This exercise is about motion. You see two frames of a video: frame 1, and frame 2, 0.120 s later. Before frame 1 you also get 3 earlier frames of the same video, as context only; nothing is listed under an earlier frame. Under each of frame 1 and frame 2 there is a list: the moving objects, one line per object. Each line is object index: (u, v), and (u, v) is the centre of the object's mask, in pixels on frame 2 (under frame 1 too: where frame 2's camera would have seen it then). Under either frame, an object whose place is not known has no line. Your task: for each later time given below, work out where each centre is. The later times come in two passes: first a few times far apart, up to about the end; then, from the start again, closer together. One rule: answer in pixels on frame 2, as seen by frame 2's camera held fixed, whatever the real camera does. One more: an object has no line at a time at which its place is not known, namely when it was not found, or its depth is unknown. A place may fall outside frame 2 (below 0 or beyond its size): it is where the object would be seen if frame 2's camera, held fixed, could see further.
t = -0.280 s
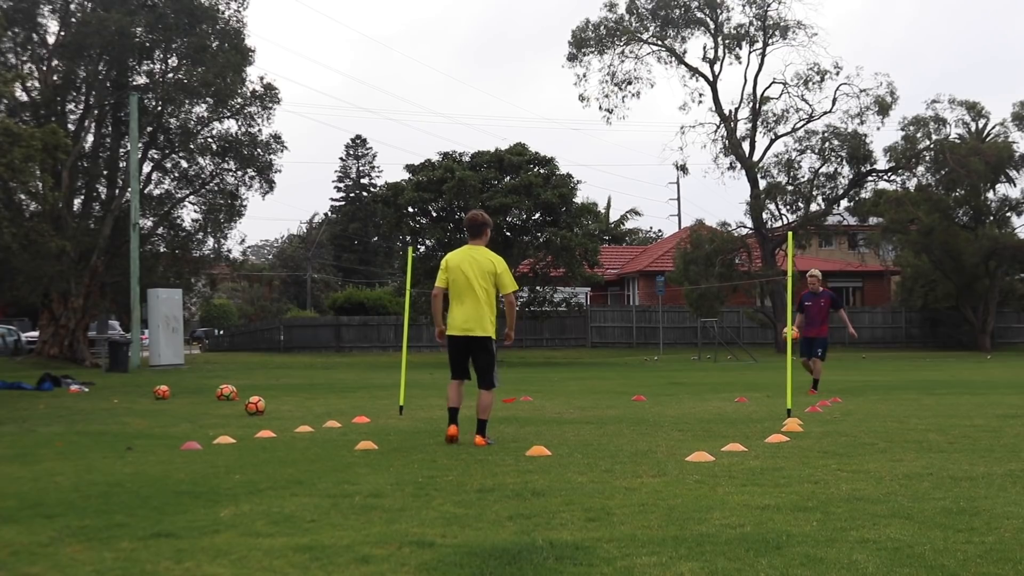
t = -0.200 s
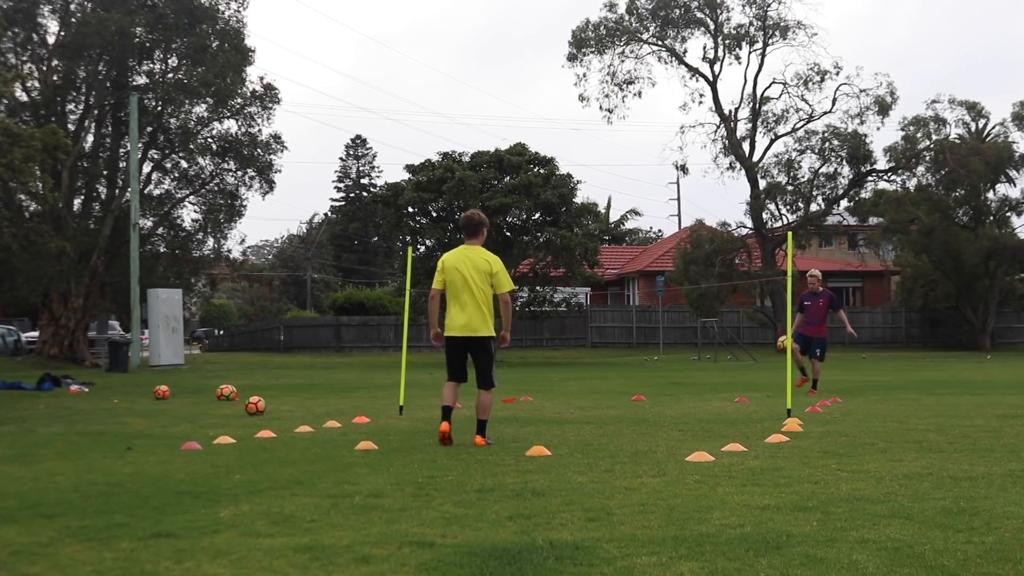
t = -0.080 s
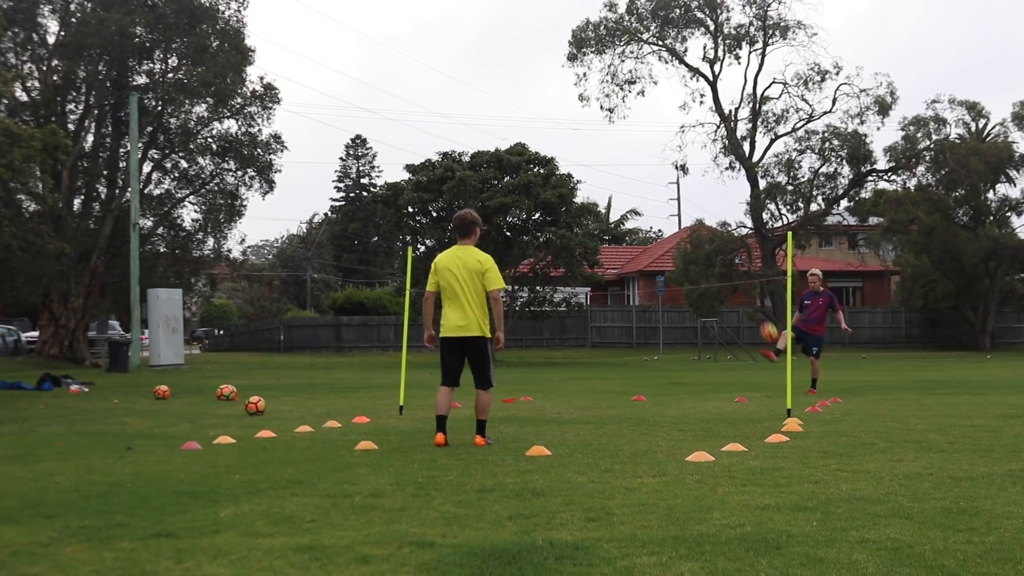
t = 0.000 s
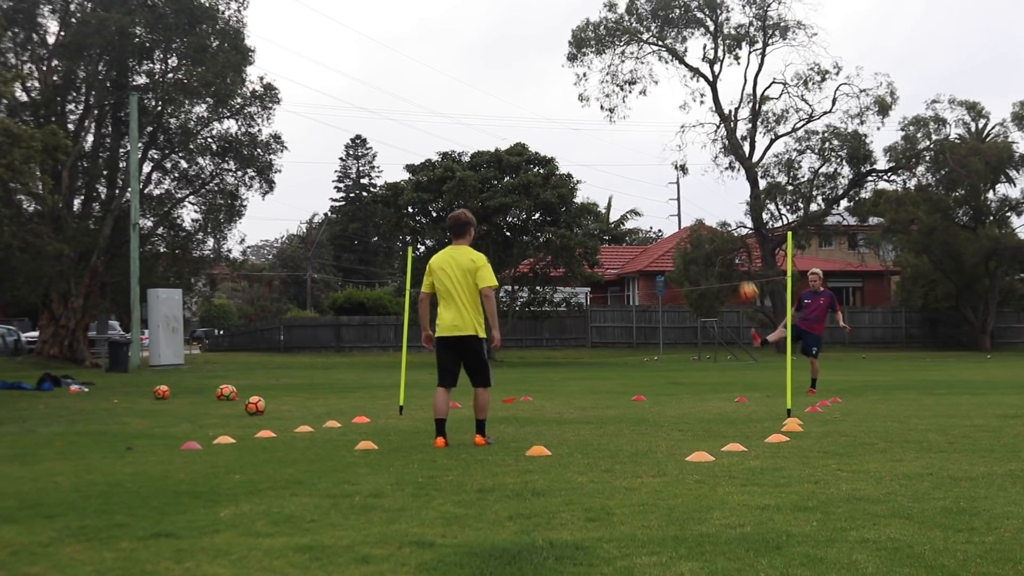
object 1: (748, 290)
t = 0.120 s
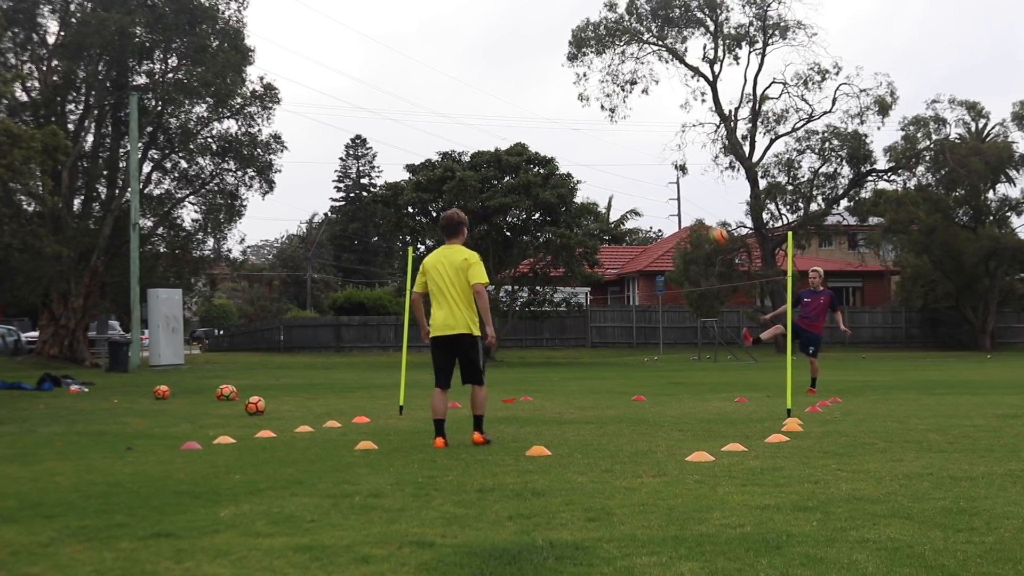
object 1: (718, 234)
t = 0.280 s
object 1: (676, 175)
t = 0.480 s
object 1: (620, 122)
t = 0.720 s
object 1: (549, 97)
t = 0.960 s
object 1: (470, 123)
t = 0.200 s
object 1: (697, 204)
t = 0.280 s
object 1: (676, 175)
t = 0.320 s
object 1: (665, 162)
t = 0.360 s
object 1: (654, 151)
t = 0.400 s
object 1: (643, 140)
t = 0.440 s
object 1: (632, 130)
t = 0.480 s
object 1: (620, 122)
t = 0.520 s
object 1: (609, 115)
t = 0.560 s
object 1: (597, 109)
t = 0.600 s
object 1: (585, 103)
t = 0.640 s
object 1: (574, 100)
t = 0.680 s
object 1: (561, 98)
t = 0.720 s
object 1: (549, 97)
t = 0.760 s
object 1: (537, 97)
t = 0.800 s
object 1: (524, 100)
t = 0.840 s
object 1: (510, 103)
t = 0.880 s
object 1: (497, 108)
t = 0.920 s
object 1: (484, 115)
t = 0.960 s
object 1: (470, 123)
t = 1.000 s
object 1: (456, 133)
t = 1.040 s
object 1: (441, 145)
